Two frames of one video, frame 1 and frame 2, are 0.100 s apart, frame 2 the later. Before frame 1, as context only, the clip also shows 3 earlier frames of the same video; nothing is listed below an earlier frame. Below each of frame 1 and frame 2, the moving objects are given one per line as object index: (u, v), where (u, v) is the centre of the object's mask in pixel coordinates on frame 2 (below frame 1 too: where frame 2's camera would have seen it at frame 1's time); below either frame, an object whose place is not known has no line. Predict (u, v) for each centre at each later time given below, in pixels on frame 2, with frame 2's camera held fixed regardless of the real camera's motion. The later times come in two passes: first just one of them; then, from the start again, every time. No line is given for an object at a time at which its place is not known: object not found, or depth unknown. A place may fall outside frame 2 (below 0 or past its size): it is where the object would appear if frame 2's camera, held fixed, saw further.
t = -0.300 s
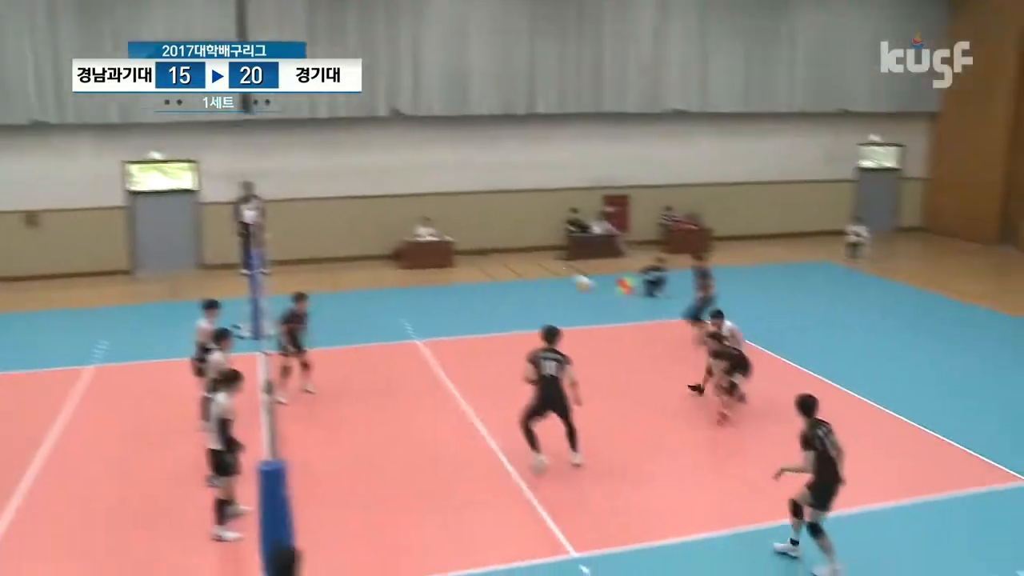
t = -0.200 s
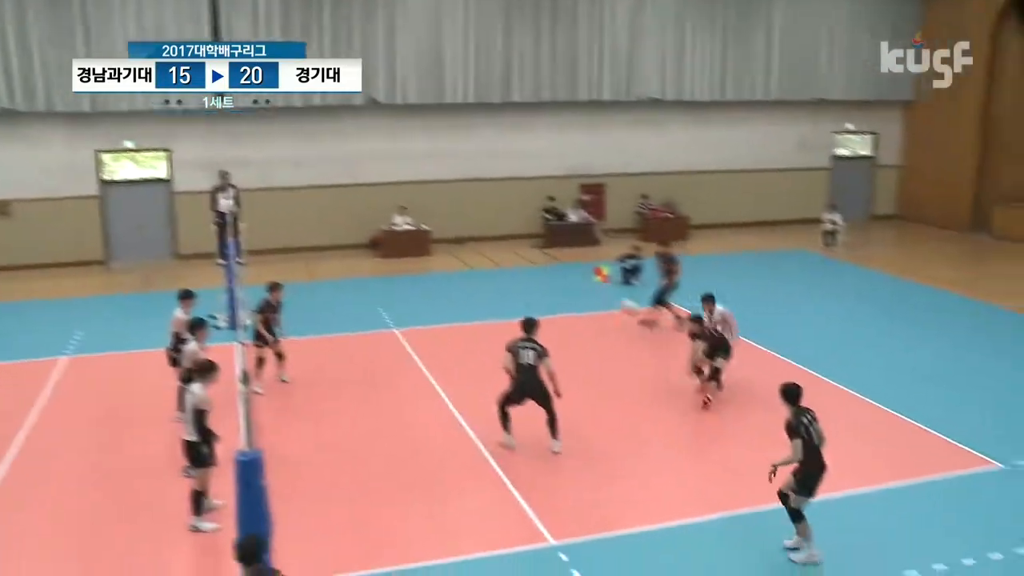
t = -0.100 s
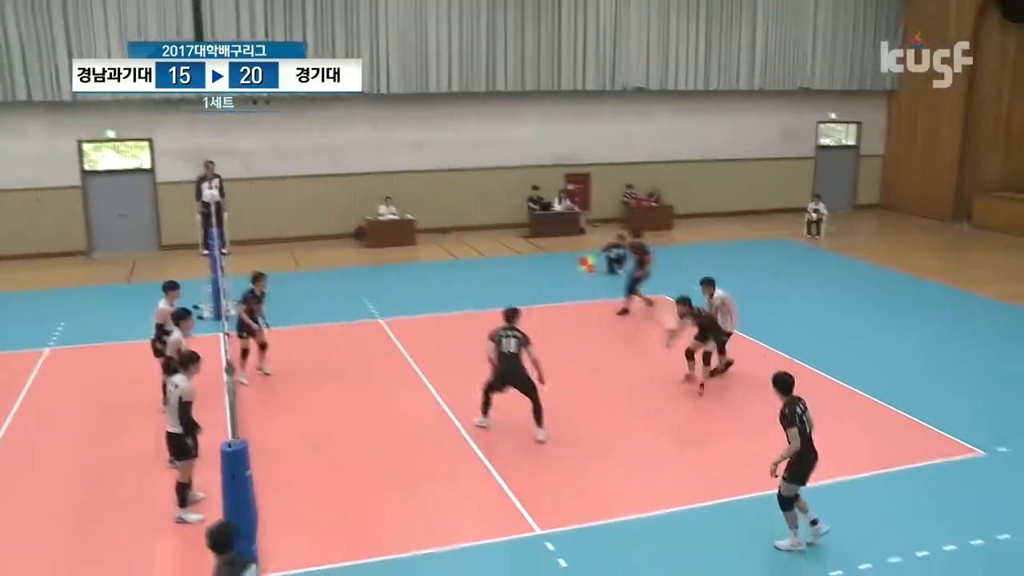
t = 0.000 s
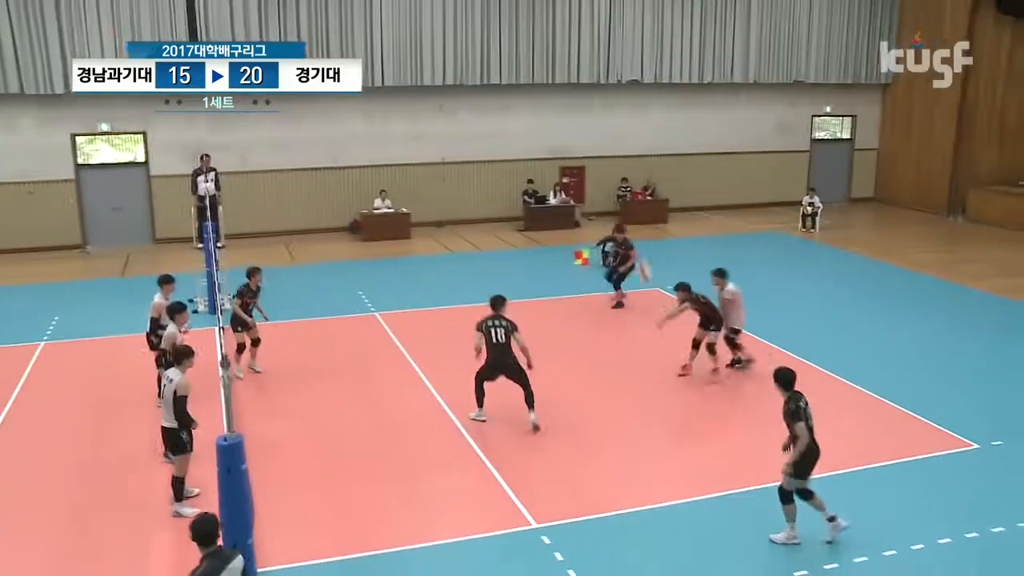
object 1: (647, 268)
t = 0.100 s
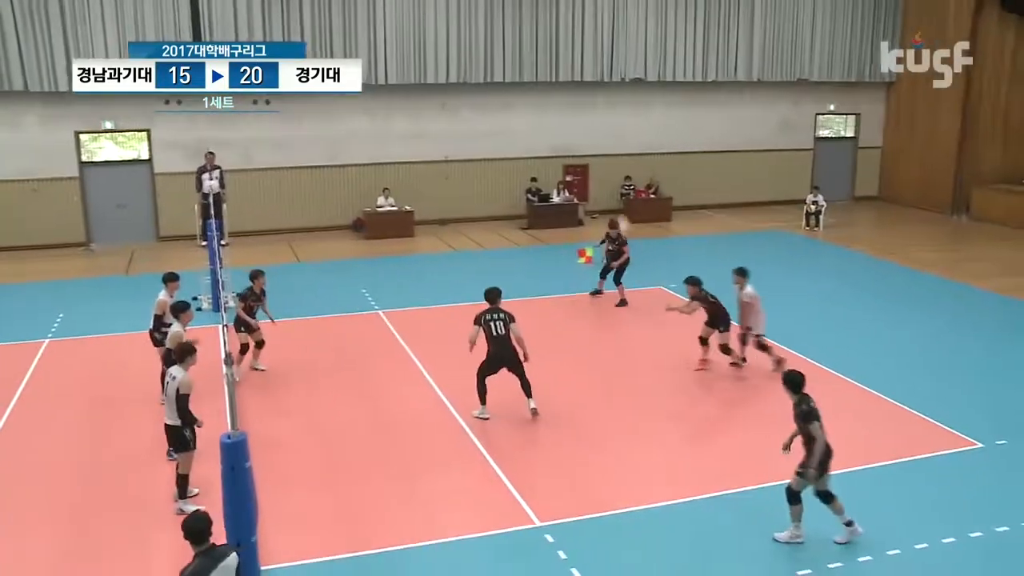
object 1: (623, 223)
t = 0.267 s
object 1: (587, 167)
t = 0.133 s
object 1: (617, 212)
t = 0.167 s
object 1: (609, 200)
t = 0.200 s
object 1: (601, 188)
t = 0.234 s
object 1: (594, 177)
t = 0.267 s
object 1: (587, 167)
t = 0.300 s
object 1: (579, 157)
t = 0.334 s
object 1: (572, 147)
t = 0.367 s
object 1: (566, 140)
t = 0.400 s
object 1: (558, 131)
